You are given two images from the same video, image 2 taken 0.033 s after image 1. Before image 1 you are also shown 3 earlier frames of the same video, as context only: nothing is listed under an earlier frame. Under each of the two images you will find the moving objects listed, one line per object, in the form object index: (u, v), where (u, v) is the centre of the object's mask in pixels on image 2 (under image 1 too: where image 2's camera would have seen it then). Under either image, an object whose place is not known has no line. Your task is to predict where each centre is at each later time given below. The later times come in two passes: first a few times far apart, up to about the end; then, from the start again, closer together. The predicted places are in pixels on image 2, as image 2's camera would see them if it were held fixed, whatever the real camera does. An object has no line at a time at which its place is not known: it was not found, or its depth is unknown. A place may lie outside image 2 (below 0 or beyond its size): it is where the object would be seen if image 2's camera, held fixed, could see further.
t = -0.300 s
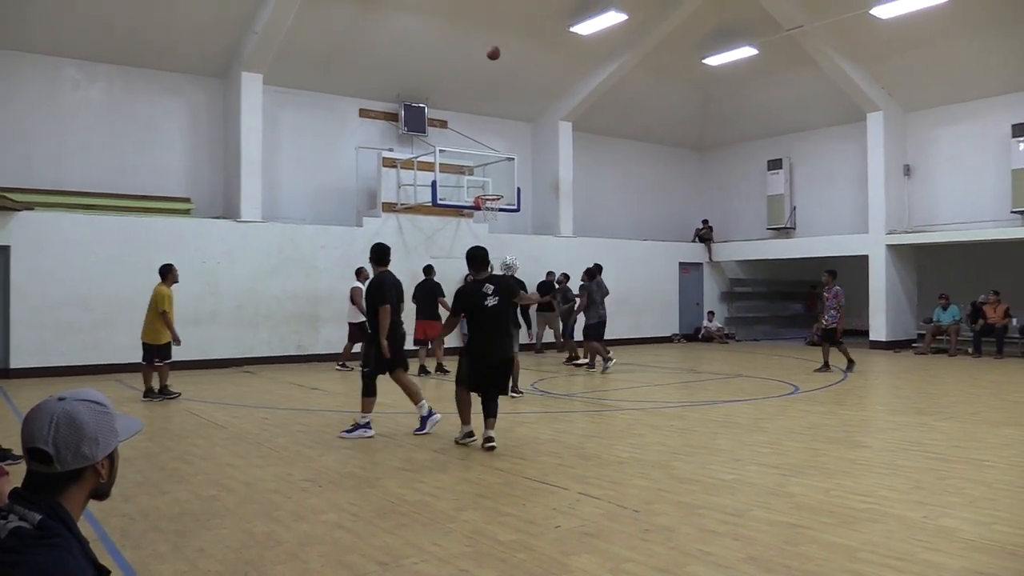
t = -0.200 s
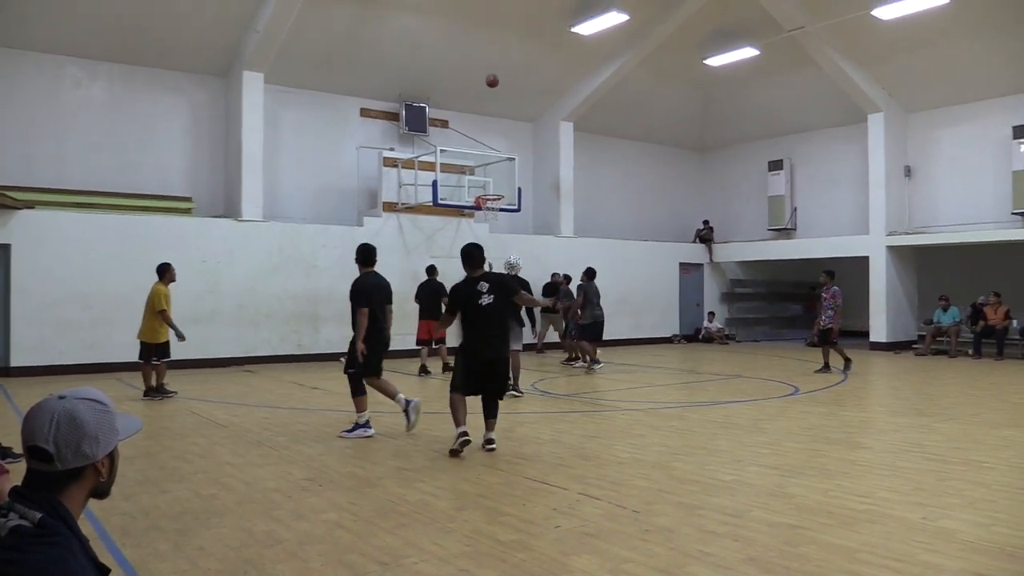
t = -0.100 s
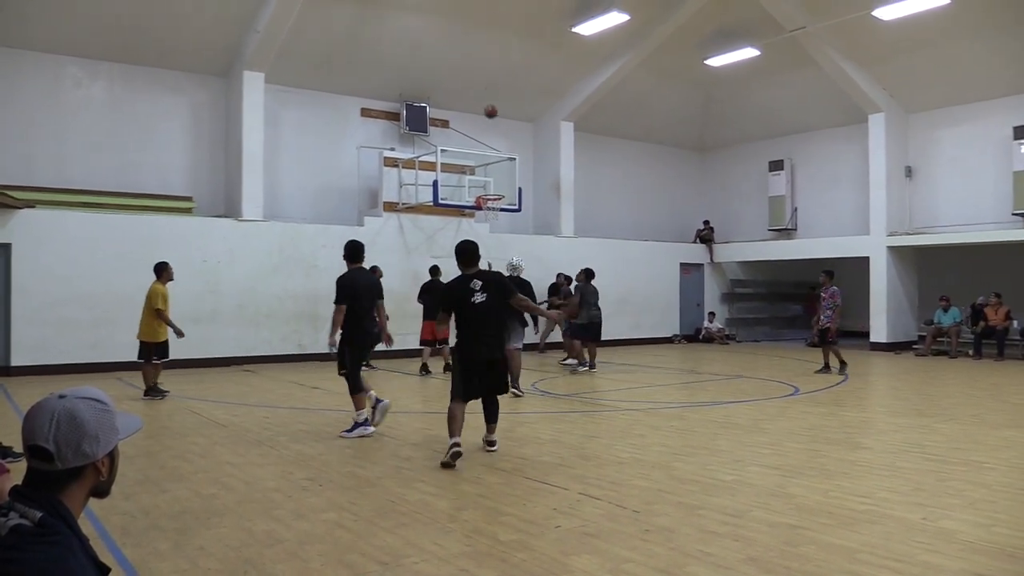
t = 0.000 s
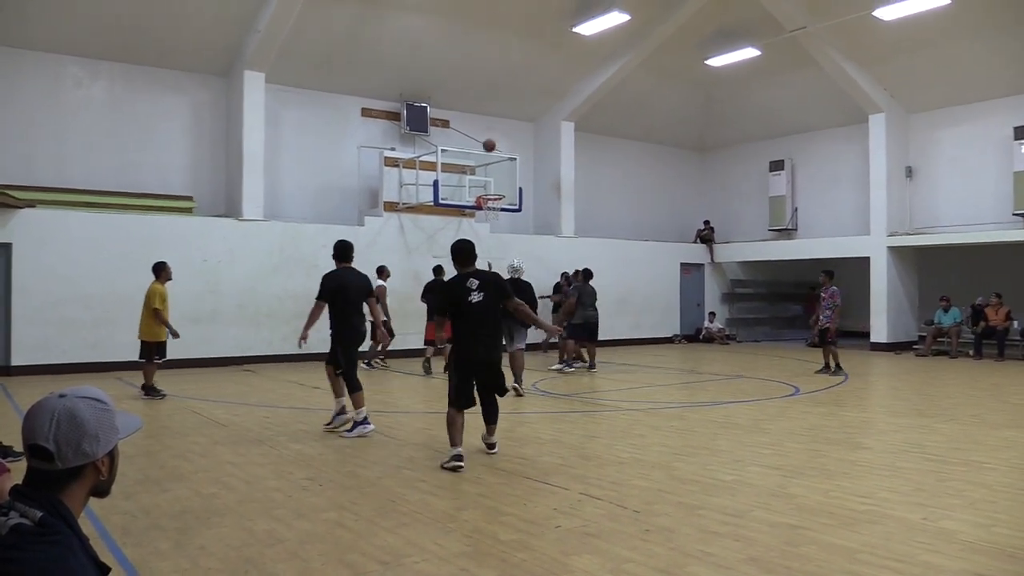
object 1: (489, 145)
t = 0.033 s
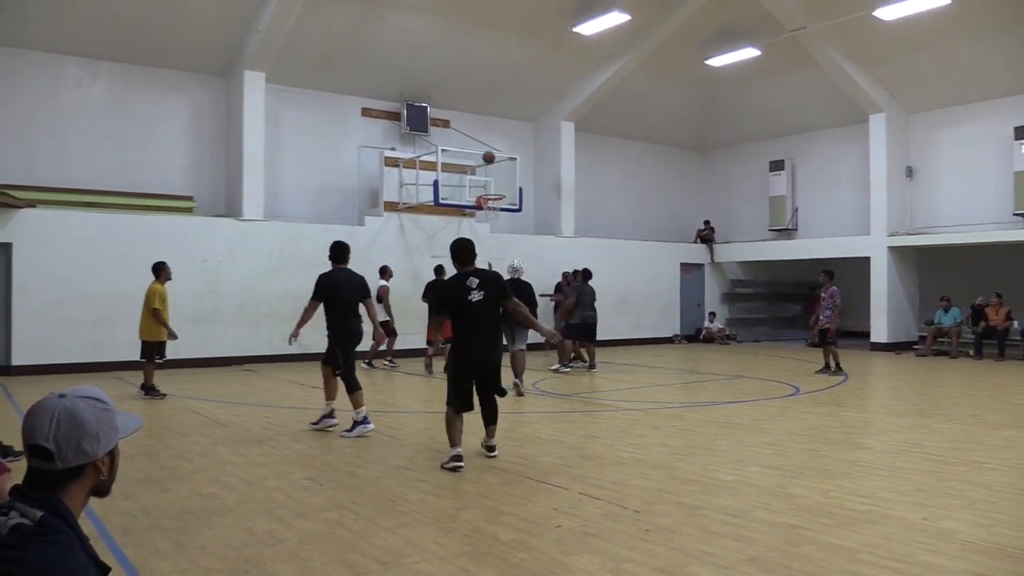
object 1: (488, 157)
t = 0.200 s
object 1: (512, 187)
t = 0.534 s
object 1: (584, 173)
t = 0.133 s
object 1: (499, 183)
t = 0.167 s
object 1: (505, 191)
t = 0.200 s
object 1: (512, 187)
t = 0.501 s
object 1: (577, 171)
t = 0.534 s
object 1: (584, 173)
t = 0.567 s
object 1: (592, 175)
